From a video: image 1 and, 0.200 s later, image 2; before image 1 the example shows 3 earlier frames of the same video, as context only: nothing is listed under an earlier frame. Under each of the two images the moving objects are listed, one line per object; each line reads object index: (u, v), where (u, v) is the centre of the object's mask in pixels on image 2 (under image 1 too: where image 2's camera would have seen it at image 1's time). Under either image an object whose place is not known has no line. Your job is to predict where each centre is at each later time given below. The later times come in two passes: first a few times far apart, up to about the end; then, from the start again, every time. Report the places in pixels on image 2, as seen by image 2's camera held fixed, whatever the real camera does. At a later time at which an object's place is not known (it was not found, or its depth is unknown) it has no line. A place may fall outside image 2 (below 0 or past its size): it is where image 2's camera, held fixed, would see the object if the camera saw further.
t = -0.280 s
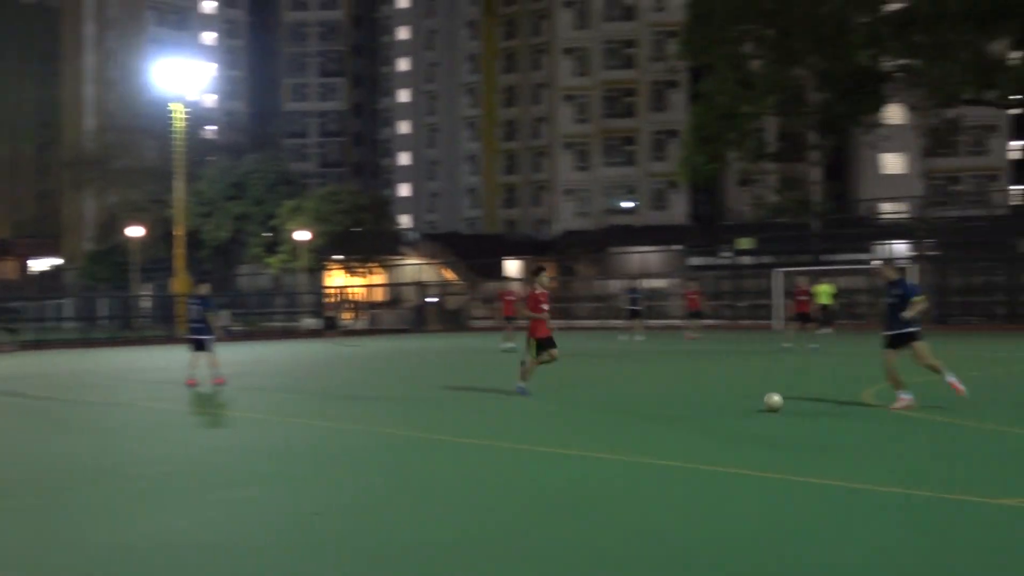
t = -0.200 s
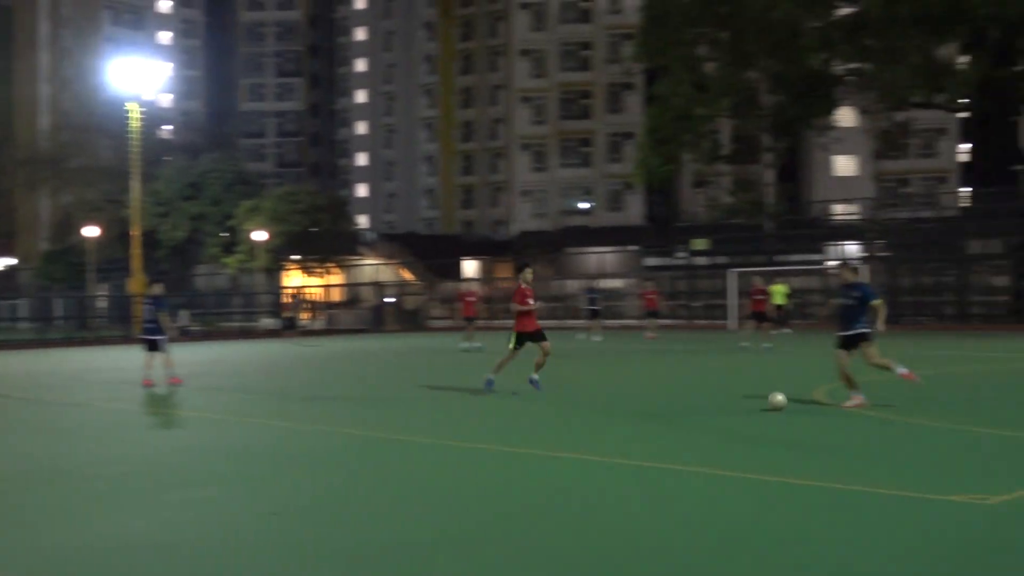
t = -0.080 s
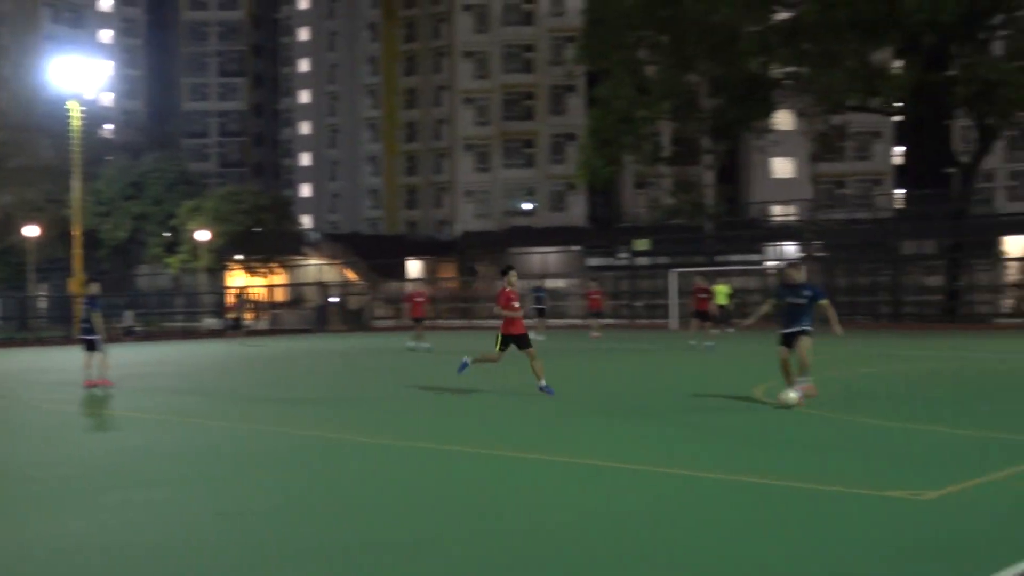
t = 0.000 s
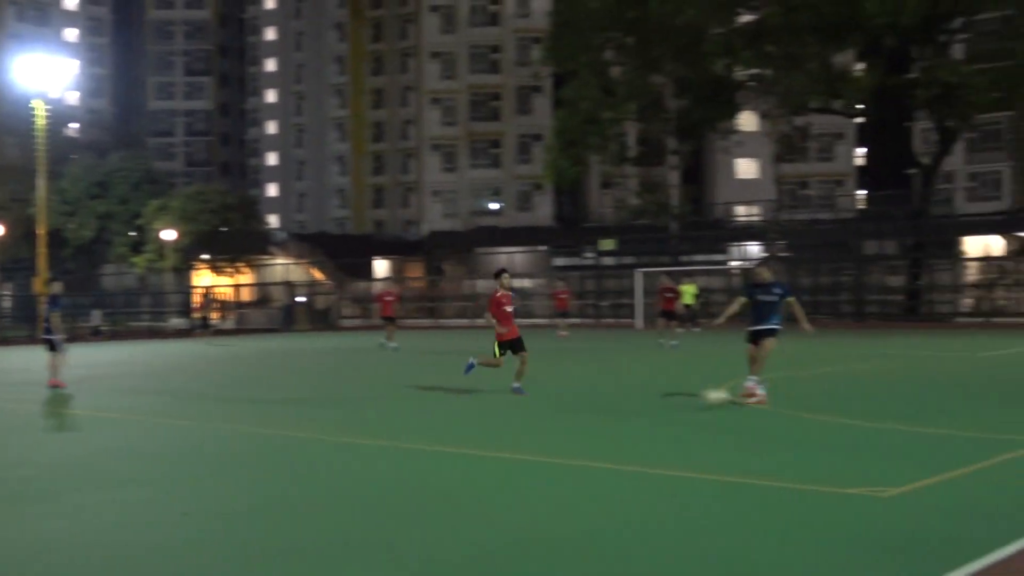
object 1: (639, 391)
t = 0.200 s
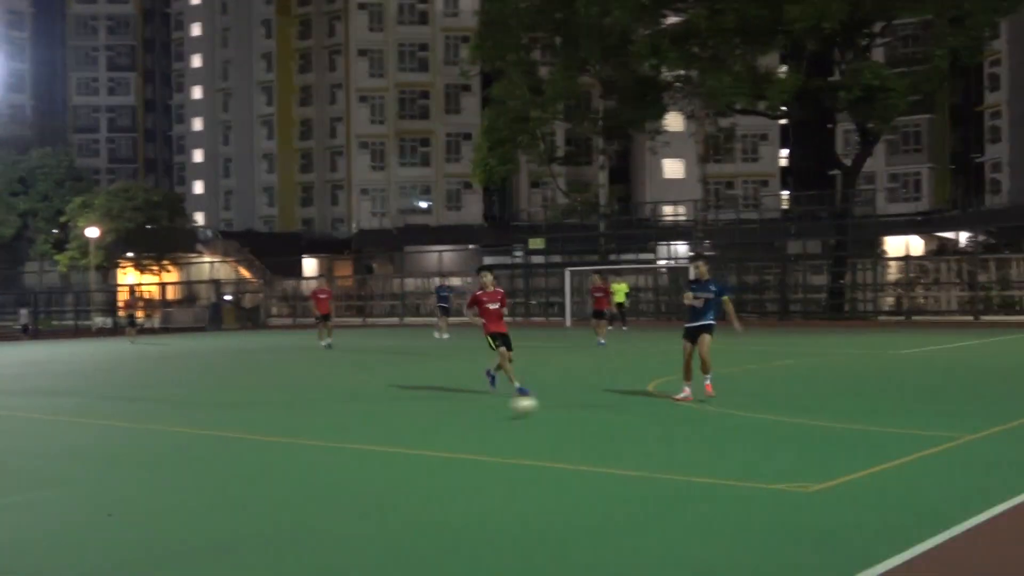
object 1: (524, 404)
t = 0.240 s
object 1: (502, 406)
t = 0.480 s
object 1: (375, 420)
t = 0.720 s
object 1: (235, 433)
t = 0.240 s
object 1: (502, 406)
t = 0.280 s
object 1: (478, 412)
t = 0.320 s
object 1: (458, 412)
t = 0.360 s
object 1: (437, 413)
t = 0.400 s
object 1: (417, 415)
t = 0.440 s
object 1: (396, 419)
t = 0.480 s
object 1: (375, 420)
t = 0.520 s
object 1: (353, 421)
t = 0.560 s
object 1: (330, 423)
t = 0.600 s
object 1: (307, 428)
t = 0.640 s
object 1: (283, 428)
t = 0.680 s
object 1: (259, 430)
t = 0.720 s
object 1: (235, 433)
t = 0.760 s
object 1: (209, 436)
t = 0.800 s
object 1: (184, 437)
